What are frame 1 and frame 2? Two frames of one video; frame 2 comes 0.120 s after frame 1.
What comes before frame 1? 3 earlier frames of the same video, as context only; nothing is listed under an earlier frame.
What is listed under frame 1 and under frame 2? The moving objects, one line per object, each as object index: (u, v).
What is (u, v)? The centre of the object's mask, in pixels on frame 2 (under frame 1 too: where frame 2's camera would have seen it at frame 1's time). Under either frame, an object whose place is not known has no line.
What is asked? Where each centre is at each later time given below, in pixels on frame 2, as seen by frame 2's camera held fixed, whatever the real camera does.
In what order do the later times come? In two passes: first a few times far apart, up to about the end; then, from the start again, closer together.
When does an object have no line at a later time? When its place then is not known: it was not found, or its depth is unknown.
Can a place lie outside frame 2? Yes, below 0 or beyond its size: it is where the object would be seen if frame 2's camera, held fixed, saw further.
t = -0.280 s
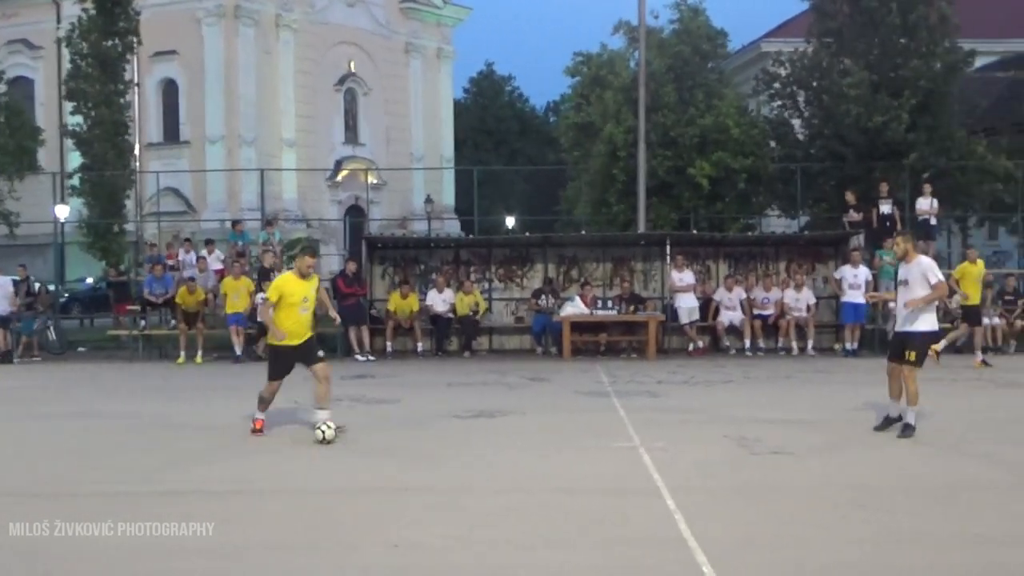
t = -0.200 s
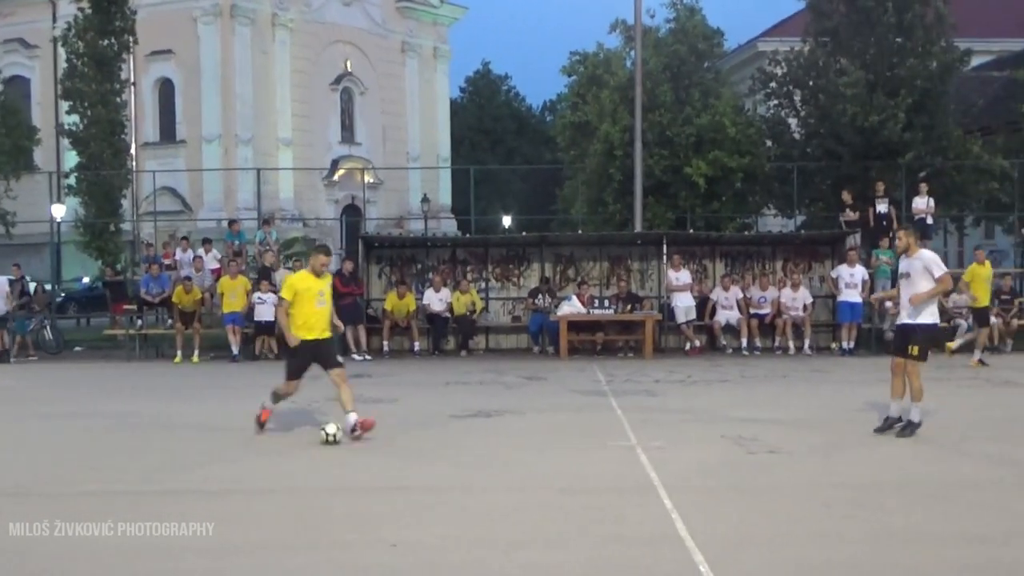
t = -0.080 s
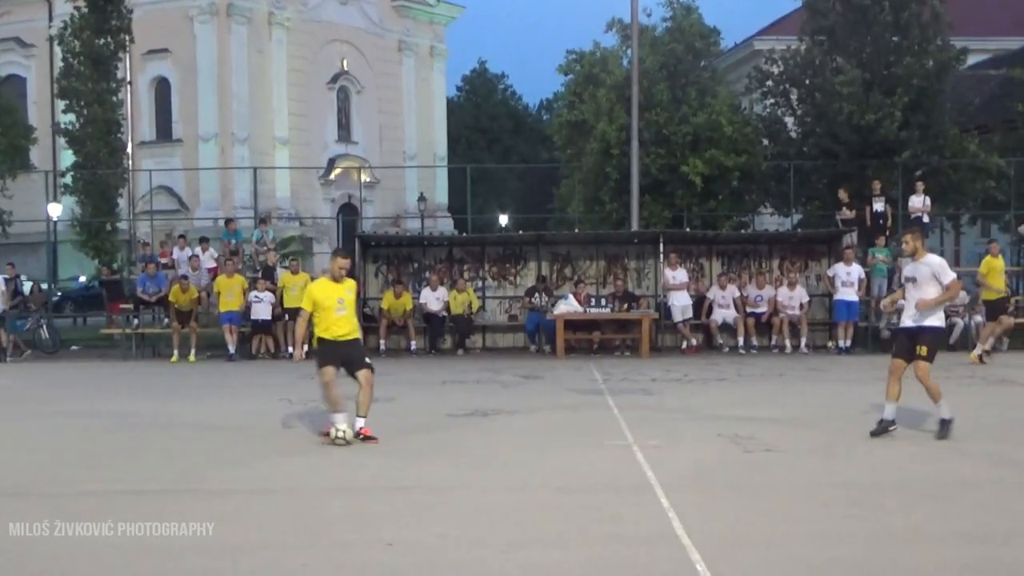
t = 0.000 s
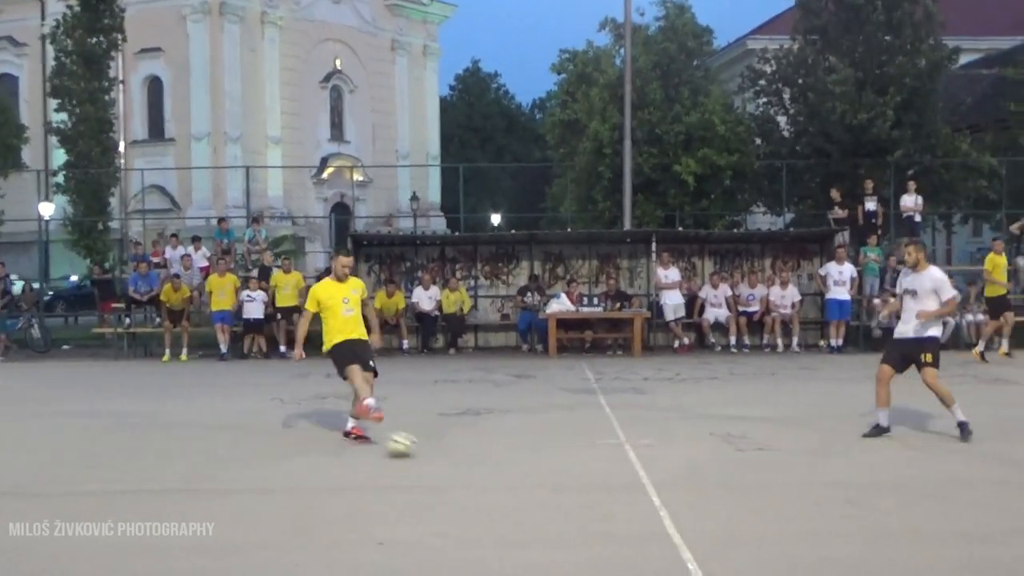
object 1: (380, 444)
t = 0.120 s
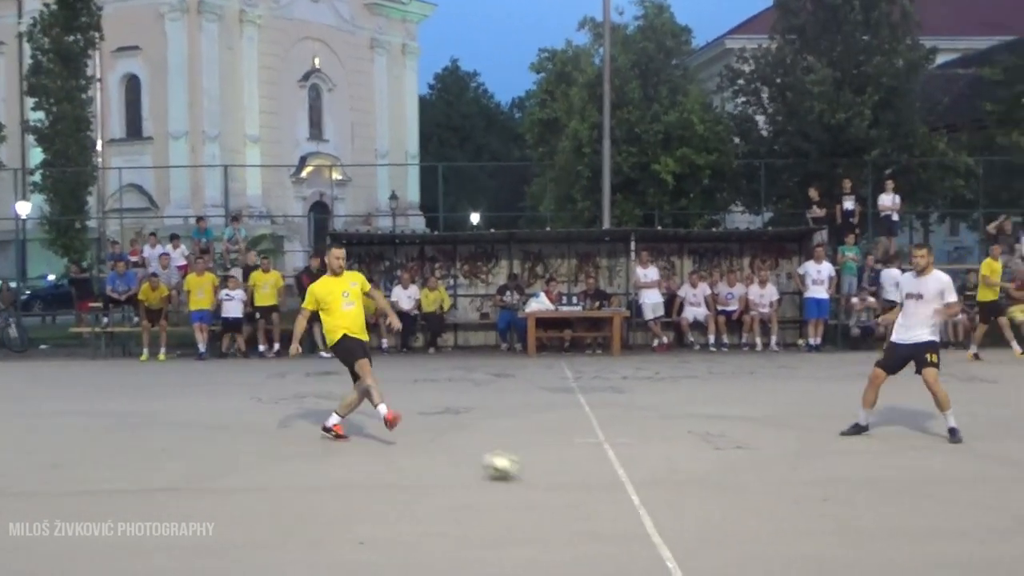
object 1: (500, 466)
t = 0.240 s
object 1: (648, 493)
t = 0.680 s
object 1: (1483, 644)
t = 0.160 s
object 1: (549, 475)
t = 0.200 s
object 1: (596, 484)
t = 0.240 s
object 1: (648, 493)
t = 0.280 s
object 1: (701, 502)
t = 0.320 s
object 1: (754, 516)
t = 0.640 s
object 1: (1377, 630)
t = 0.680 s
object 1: (1483, 644)
